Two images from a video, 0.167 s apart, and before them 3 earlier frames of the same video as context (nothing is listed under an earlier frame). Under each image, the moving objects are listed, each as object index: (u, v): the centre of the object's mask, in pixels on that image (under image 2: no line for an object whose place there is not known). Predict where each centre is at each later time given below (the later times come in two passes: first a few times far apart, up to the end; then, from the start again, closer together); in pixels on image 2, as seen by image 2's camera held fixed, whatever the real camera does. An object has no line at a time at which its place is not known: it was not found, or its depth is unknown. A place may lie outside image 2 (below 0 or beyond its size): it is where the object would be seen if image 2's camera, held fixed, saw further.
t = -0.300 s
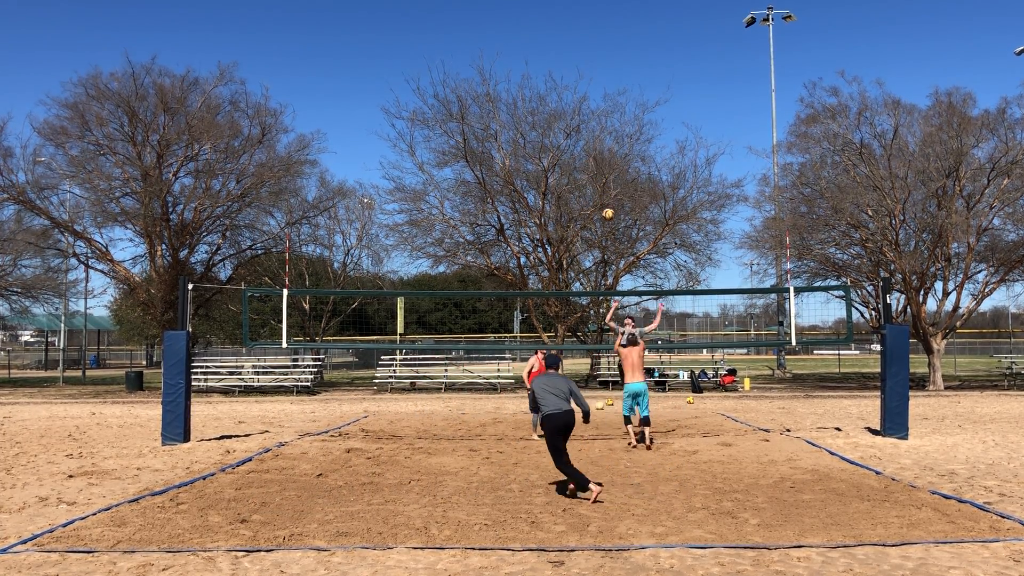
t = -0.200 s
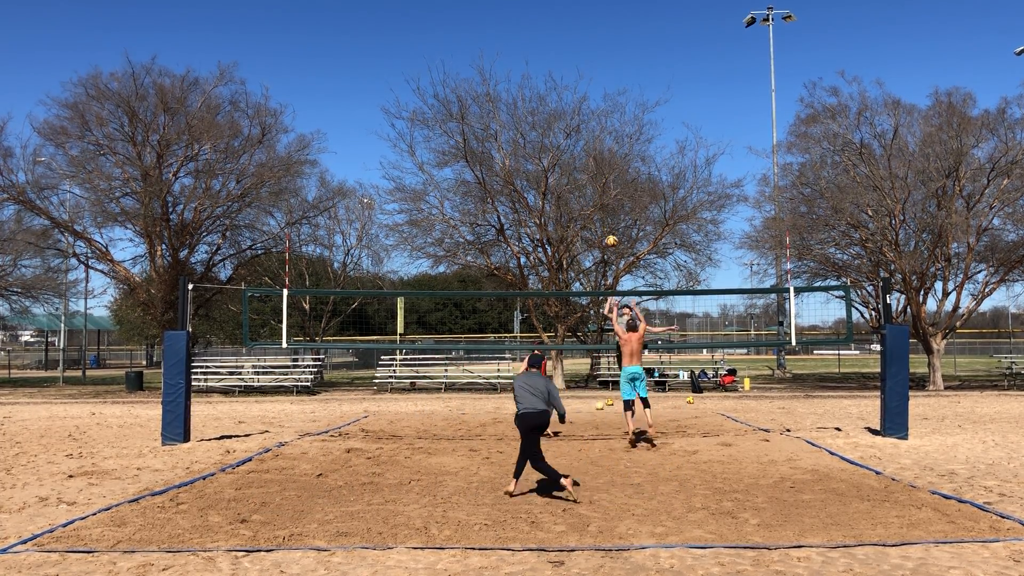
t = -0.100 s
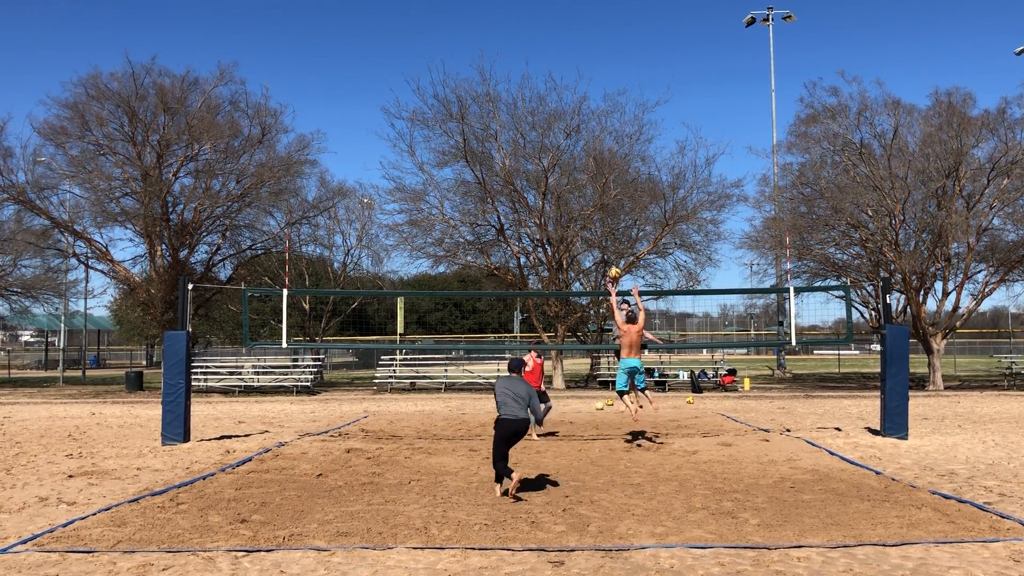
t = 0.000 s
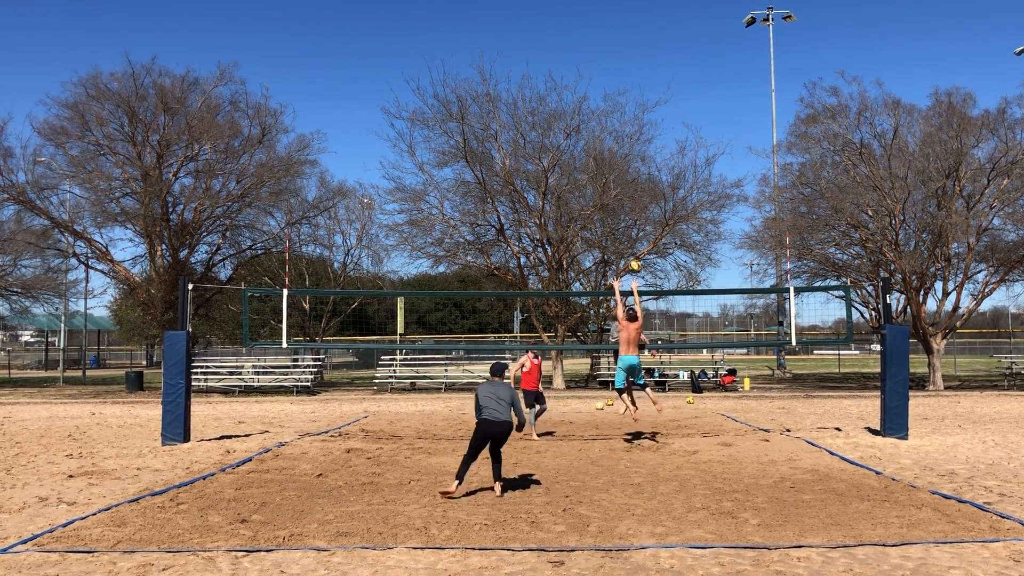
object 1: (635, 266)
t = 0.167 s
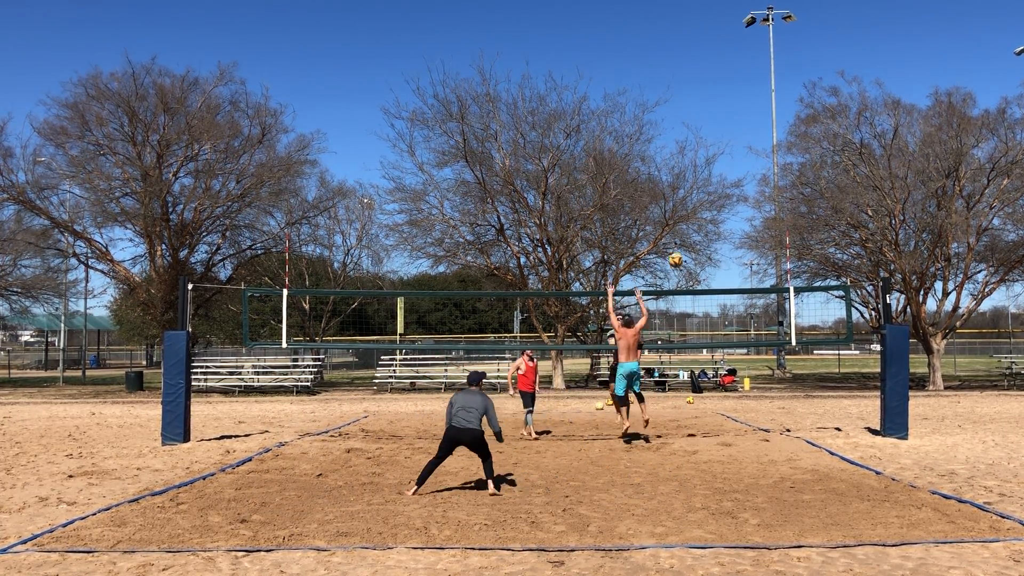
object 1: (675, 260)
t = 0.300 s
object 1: (712, 268)
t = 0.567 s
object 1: (792, 327)
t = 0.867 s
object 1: (899, 474)
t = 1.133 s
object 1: (897, 394)
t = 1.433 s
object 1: (896, 381)
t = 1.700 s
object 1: (898, 448)
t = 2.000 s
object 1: (900, 482)
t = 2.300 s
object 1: (900, 507)
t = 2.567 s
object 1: (899, 509)
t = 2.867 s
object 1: (892, 511)
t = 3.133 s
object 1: (884, 515)
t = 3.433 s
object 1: (871, 517)
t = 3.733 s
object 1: (864, 517)
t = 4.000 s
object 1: (865, 516)
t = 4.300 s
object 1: (868, 517)
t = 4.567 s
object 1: (871, 517)
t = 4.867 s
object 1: (874, 518)
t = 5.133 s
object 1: (877, 518)
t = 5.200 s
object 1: (877, 518)
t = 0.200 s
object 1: (684, 261)
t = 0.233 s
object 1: (693, 263)
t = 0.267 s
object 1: (702, 265)
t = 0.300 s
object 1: (712, 268)
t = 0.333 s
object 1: (721, 272)
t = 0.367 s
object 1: (730, 277)
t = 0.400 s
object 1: (740, 283)
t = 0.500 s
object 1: (770, 306)
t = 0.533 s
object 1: (781, 316)
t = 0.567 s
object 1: (792, 327)
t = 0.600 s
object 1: (802, 340)
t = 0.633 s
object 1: (814, 353)
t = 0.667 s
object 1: (825, 368)
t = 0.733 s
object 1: (849, 401)
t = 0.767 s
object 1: (862, 419)
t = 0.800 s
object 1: (875, 439)
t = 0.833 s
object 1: (888, 460)
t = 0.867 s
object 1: (899, 474)
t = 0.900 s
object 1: (898, 461)
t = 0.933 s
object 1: (898, 449)
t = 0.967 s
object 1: (898, 438)
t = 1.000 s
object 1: (898, 427)
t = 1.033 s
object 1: (897, 417)
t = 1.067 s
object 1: (897, 408)
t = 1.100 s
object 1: (897, 400)
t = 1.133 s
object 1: (897, 394)
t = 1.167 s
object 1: (896, 389)
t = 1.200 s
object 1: (896, 384)
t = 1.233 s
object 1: (896, 380)
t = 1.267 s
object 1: (895, 377)
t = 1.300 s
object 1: (895, 376)
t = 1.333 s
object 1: (896, 375)
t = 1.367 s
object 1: (896, 376)
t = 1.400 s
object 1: (896, 378)
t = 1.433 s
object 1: (896, 381)
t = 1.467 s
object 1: (896, 385)
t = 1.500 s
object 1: (896, 389)
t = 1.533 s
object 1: (897, 396)
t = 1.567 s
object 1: (897, 404)
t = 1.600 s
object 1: (898, 413)
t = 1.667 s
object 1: (898, 435)
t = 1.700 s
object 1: (898, 448)
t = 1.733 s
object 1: (899, 463)
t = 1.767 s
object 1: (899, 479)
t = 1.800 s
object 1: (900, 496)
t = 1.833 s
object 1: (900, 505)
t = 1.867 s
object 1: (900, 499)
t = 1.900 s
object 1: (900, 493)
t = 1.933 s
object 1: (900, 488)
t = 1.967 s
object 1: (900, 484)
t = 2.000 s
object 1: (900, 482)
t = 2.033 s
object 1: (899, 481)
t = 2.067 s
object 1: (899, 481)
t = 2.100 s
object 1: (899, 482)
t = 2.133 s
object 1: (900, 485)
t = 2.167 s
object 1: (900, 489)
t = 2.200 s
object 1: (900, 493)
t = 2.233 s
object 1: (900, 500)
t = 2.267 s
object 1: (900, 507)
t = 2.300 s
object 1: (900, 507)
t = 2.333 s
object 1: (901, 508)
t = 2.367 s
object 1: (901, 509)
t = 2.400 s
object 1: (901, 509)
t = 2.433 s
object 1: (901, 509)
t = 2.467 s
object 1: (901, 509)
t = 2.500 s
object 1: (900, 509)
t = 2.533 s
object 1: (900, 509)
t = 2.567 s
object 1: (899, 509)
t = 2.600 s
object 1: (899, 510)
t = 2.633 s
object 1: (898, 510)
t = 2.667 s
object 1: (898, 510)
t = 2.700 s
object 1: (897, 510)
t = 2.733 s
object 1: (895, 510)
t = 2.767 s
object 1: (894, 510)
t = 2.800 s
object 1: (894, 511)
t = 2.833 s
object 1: (893, 511)
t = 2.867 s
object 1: (892, 511)
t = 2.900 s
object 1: (891, 512)
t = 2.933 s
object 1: (890, 513)
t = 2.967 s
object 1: (889, 513)
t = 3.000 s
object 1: (888, 514)
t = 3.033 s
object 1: (887, 514)
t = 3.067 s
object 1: (886, 514)
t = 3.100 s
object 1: (885, 515)
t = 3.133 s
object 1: (884, 515)
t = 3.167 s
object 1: (883, 516)
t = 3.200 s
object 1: (882, 516)
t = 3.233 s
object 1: (880, 517)
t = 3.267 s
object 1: (879, 517)
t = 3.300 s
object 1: (878, 517)
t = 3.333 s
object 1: (876, 518)
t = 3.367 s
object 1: (874, 517)
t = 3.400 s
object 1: (873, 517)
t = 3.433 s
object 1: (871, 517)
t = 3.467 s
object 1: (870, 517)
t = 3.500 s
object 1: (868, 517)
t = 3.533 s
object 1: (867, 517)
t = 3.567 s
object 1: (866, 517)
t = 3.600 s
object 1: (866, 517)
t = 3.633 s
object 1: (865, 517)
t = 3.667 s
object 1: (864, 517)
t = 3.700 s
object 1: (864, 516)
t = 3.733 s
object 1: (864, 517)
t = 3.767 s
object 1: (864, 516)
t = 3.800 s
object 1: (864, 516)
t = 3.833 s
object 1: (864, 516)
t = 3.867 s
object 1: (864, 516)
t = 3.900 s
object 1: (864, 516)
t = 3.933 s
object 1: (865, 516)
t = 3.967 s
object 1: (865, 516)
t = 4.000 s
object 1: (865, 516)
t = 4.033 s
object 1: (866, 516)
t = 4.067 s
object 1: (866, 517)
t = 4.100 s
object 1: (866, 517)
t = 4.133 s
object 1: (866, 517)
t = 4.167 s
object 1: (867, 517)
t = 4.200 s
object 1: (867, 517)
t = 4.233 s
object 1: (867, 517)
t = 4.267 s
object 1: (868, 517)
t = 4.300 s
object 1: (868, 517)
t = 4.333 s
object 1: (868, 517)
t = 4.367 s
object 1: (868, 517)
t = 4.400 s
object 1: (869, 517)
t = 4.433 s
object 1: (869, 517)
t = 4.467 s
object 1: (869, 517)
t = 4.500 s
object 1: (870, 517)
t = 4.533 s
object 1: (870, 517)
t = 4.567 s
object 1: (871, 517)
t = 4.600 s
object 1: (871, 517)
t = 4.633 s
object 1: (871, 518)
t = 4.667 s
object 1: (872, 518)
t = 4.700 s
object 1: (872, 517)
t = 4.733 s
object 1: (872, 518)
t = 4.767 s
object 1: (873, 518)
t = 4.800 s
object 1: (873, 518)
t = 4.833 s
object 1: (874, 518)
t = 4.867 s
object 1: (874, 518)
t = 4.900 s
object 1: (875, 518)
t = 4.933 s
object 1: (875, 518)
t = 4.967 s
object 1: (875, 518)
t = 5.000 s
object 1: (876, 518)
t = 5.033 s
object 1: (876, 518)
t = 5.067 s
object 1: (876, 518)
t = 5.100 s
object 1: (876, 518)
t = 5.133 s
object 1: (877, 518)
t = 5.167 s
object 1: (877, 518)
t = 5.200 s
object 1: (877, 518)
